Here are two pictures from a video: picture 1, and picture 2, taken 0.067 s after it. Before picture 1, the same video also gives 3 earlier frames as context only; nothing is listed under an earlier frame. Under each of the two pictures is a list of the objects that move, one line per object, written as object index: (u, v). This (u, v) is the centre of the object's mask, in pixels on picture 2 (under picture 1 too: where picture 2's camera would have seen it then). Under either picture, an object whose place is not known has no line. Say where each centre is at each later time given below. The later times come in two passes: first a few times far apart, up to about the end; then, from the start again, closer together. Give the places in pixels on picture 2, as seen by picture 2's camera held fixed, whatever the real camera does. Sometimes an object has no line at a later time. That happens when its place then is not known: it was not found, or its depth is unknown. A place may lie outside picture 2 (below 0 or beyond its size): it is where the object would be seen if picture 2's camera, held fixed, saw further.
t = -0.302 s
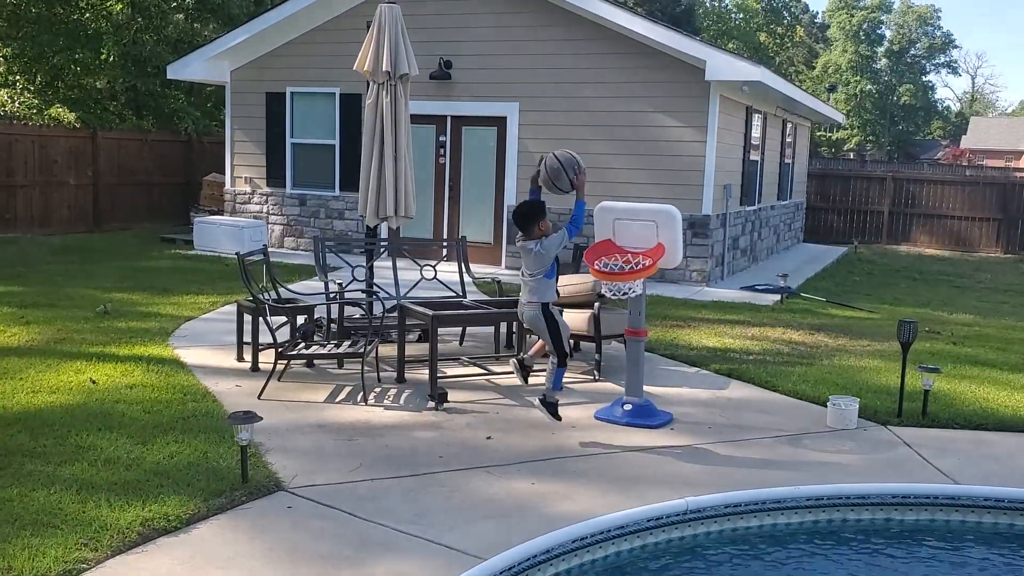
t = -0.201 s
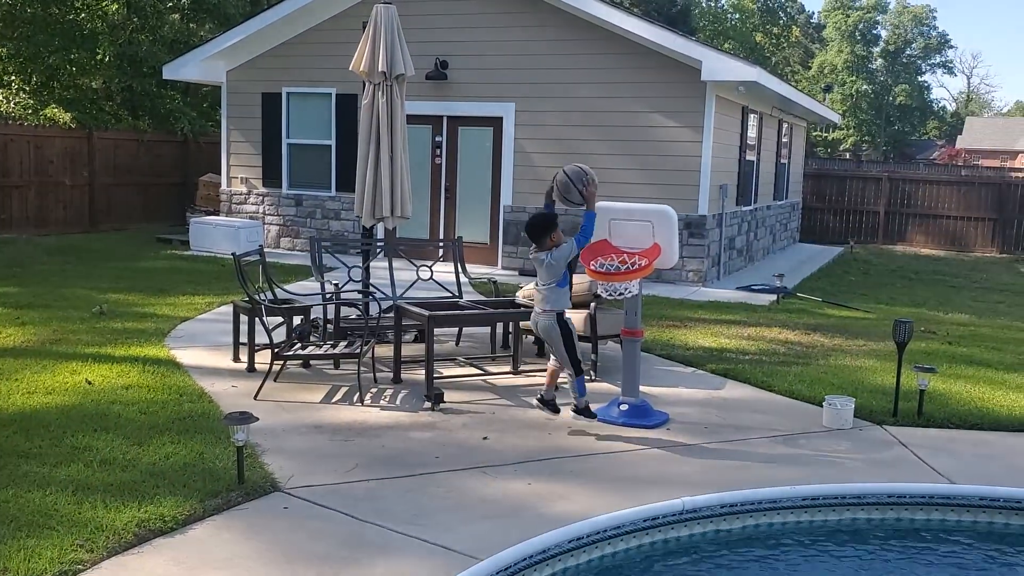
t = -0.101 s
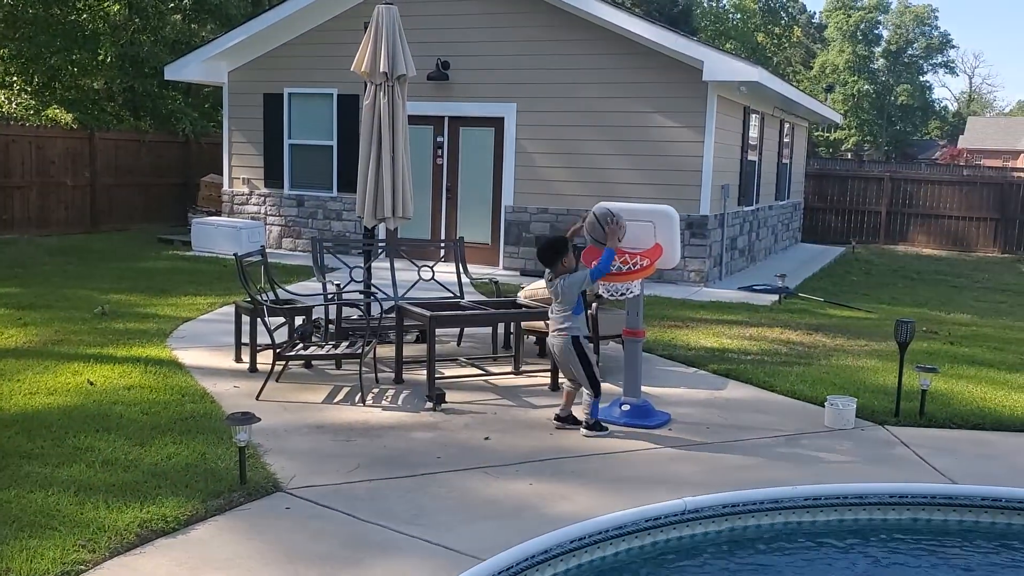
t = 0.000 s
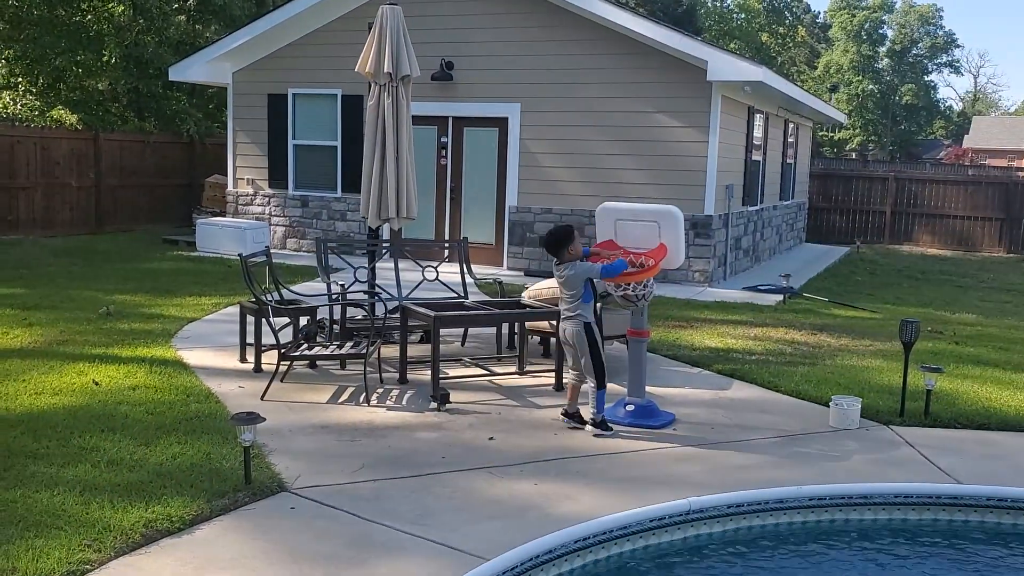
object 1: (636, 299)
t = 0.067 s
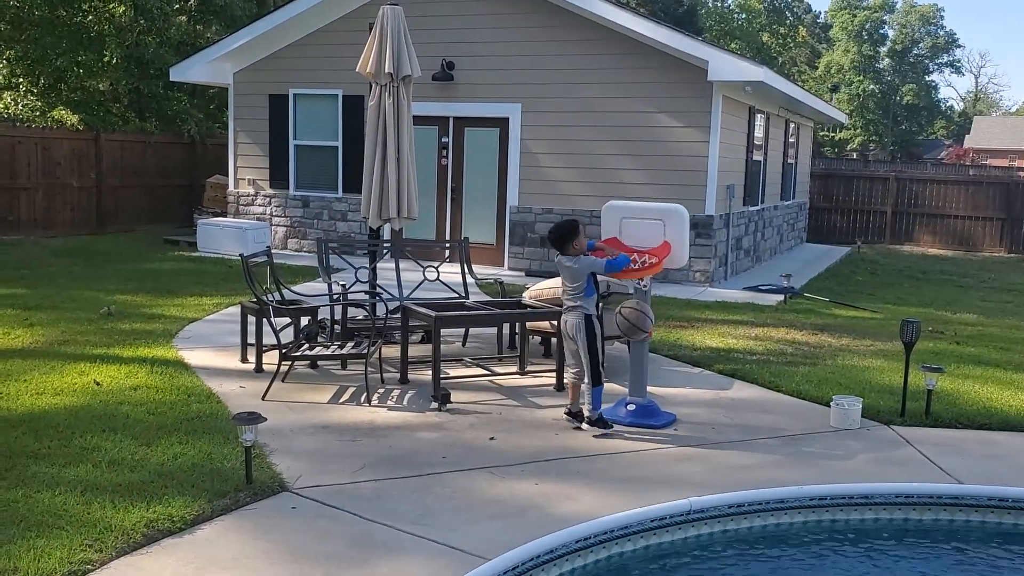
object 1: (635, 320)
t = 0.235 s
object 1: (622, 409)
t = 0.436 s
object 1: (594, 429)
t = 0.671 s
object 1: (557, 453)
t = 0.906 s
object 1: (511, 478)
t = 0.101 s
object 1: (631, 356)
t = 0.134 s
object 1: (630, 380)
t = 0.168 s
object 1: (630, 405)
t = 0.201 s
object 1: (626, 410)
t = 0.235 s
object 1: (622, 409)
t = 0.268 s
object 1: (618, 410)
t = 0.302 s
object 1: (613, 412)
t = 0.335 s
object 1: (608, 418)
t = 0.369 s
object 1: (603, 424)
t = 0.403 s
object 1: (599, 427)
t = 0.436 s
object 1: (594, 429)
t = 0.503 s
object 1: (584, 436)
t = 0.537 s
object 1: (579, 438)
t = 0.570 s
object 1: (573, 441)
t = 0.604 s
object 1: (568, 445)
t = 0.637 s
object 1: (563, 449)
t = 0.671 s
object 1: (557, 453)
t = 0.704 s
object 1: (551, 456)
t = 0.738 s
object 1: (544, 460)
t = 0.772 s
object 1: (538, 463)
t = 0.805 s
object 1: (531, 466)
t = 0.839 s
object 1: (524, 470)
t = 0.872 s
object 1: (518, 474)
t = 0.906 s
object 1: (511, 478)
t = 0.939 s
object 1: (504, 482)
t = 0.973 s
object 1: (497, 487)
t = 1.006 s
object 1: (489, 491)
